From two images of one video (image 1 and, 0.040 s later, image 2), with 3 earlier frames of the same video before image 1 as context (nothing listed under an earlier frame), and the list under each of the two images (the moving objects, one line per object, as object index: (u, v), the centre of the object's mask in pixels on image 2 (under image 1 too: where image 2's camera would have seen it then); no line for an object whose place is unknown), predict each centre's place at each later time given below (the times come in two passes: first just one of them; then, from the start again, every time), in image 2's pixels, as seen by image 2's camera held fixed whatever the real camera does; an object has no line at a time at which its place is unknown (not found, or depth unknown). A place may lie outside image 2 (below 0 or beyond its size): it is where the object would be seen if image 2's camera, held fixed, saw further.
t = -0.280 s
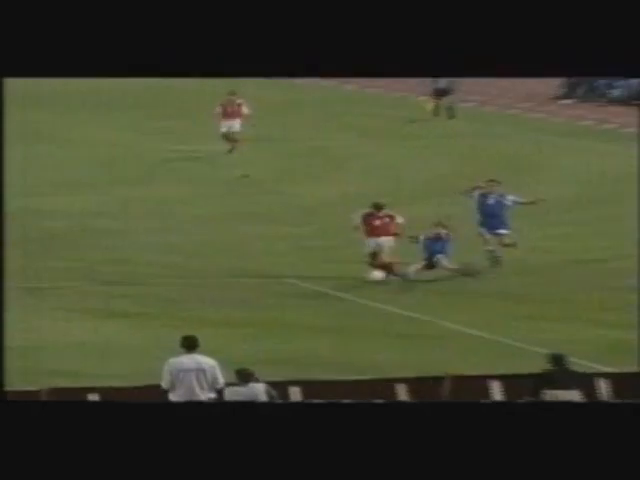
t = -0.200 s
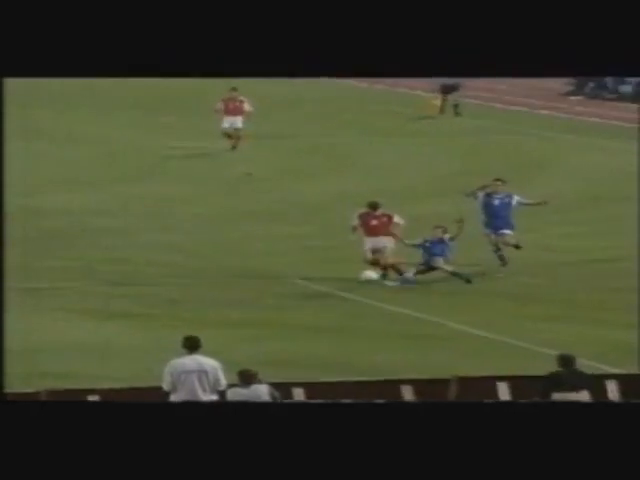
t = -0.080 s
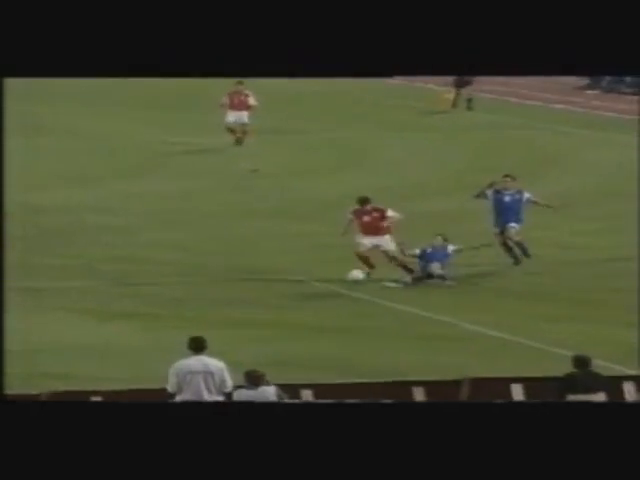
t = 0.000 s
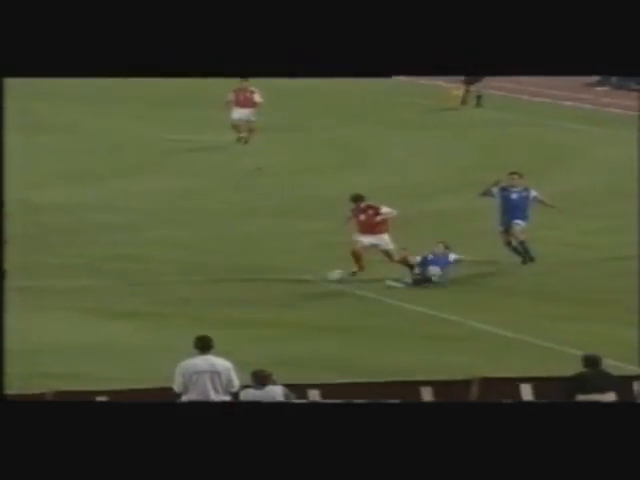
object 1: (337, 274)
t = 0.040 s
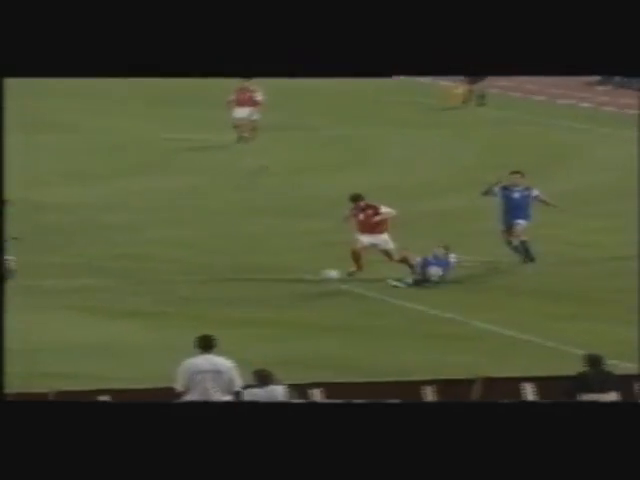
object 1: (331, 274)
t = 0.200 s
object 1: (284, 273)
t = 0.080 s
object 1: (323, 274)
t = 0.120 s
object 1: (311, 274)
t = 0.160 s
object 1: (294, 273)
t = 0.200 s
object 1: (284, 273)
